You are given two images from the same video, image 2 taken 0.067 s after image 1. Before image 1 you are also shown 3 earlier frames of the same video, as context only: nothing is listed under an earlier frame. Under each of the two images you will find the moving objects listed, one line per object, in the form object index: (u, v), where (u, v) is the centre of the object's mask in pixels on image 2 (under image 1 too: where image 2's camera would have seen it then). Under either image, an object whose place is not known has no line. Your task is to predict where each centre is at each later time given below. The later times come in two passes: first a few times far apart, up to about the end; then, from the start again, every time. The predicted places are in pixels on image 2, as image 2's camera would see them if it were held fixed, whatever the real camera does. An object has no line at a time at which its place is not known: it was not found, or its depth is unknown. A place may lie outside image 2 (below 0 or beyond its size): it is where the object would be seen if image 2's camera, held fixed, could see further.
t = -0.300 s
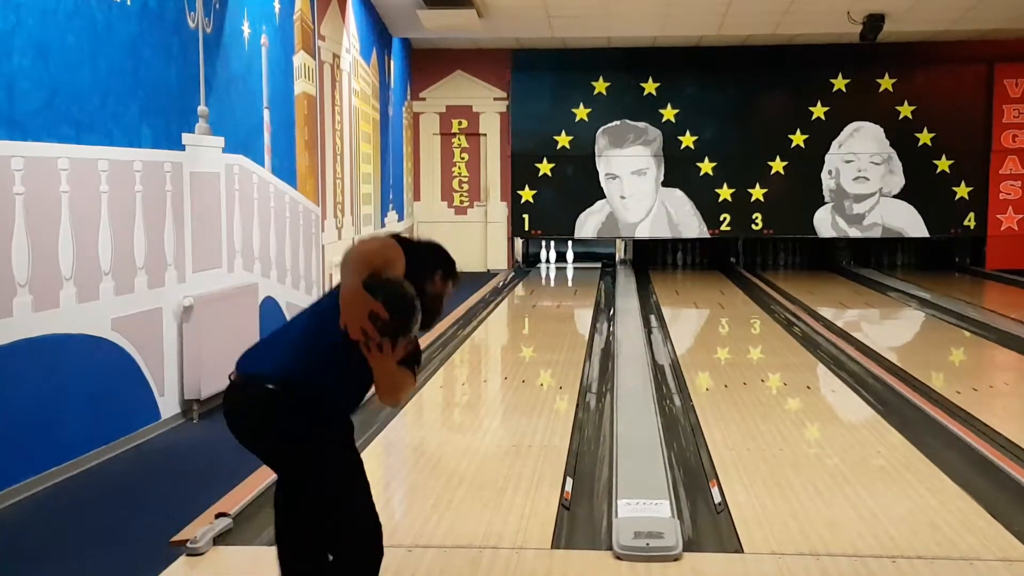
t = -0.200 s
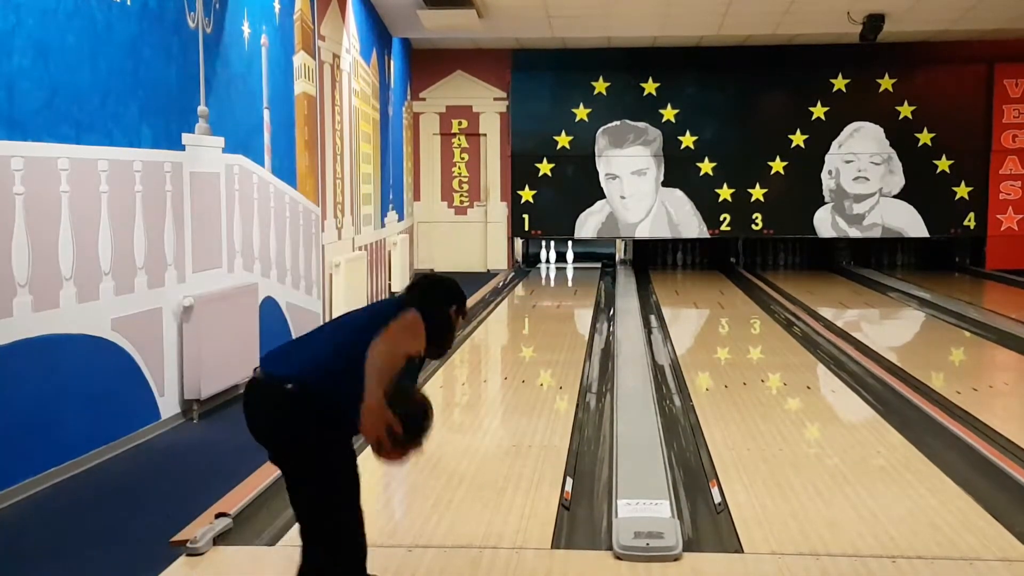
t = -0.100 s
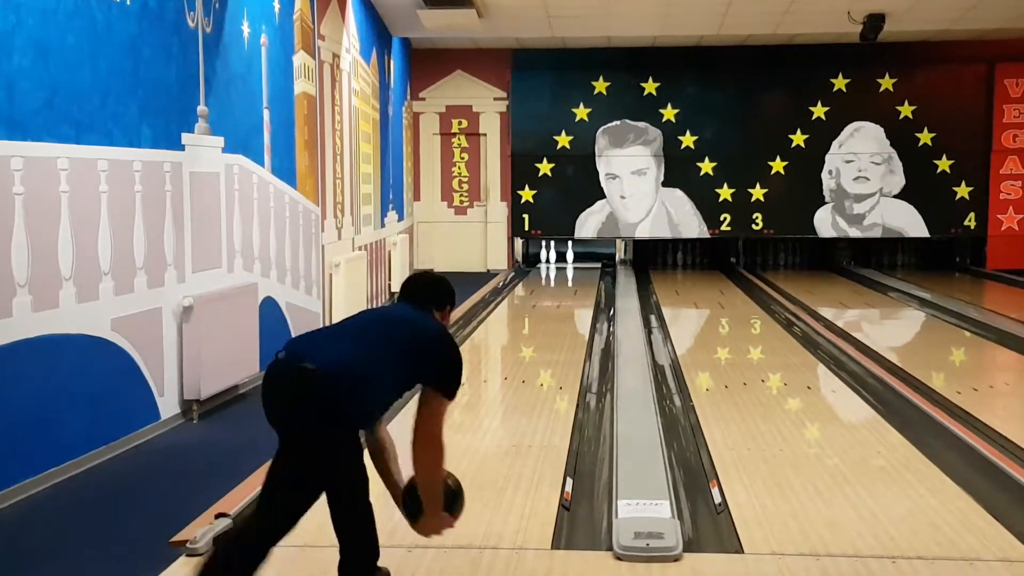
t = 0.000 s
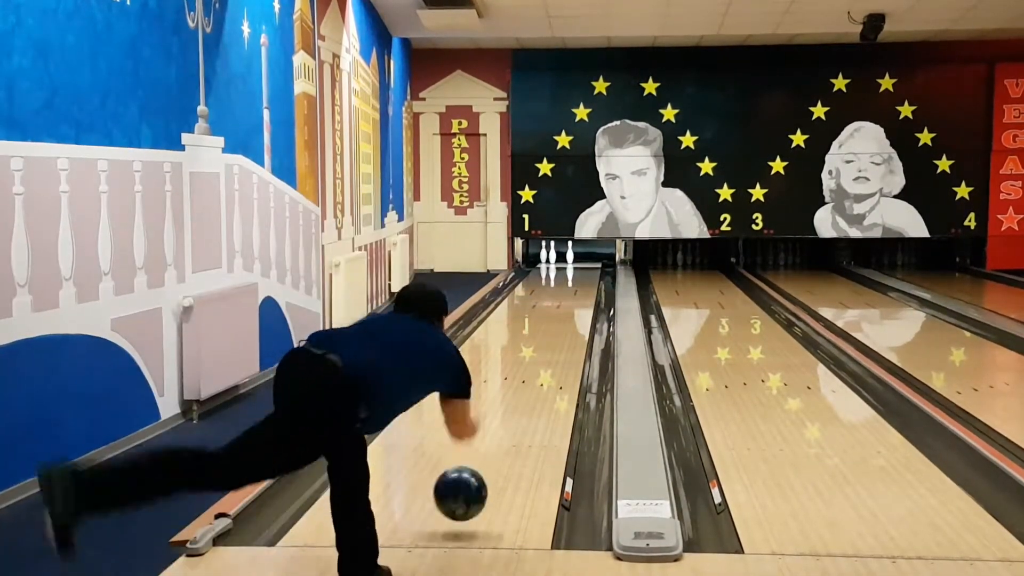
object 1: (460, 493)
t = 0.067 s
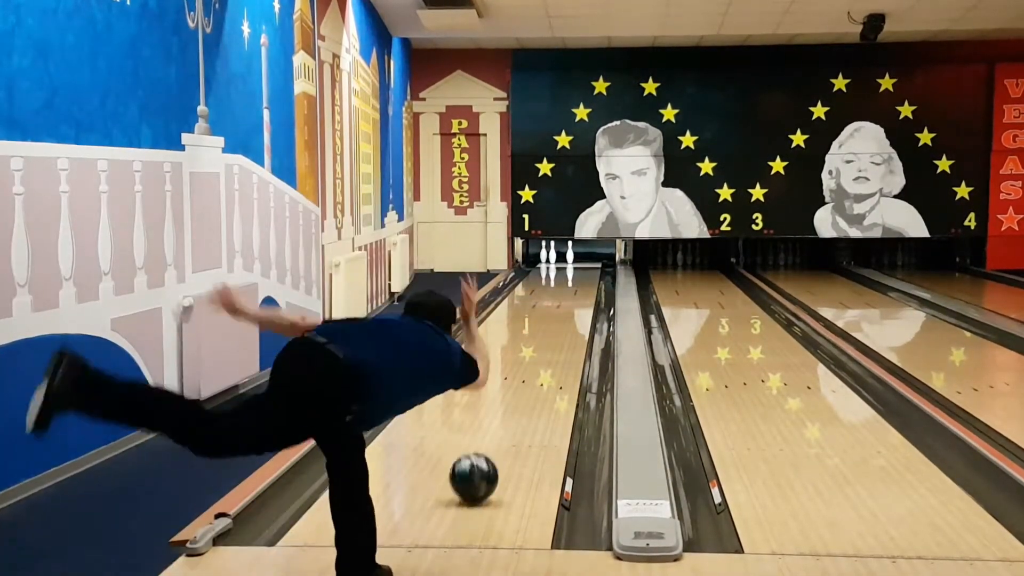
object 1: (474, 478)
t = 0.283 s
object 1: (504, 412)
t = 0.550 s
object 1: (525, 363)
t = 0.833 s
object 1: (539, 329)
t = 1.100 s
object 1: (546, 307)
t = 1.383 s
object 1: (551, 290)
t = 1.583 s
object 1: (553, 280)
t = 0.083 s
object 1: (476, 471)
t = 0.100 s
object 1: (480, 464)
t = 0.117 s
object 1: (482, 460)
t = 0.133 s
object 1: (485, 455)
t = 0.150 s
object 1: (487, 449)
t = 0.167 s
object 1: (490, 444)
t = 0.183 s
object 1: (492, 439)
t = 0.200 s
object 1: (494, 434)
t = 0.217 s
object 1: (496, 429)
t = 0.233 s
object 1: (498, 424)
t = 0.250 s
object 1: (500, 420)
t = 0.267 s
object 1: (502, 416)
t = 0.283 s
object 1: (504, 412)
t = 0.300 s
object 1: (506, 408)
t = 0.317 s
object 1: (507, 404)
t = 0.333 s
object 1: (509, 401)
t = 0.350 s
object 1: (510, 397)
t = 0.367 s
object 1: (512, 394)
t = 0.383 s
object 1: (513, 390)
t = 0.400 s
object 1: (515, 387)
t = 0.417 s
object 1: (516, 384)
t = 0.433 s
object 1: (518, 381)
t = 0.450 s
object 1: (519, 378)
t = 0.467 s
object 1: (520, 376)
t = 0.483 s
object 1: (521, 373)
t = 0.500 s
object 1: (522, 370)
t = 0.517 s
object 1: (523, 368)
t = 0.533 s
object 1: (524, 365)
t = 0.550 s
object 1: (525, 363)
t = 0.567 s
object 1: (526, 360)
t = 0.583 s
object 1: (527, 358)
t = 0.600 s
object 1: (528, 356)
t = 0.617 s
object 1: (530, 354)
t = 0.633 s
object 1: (530, 351)
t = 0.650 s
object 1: (531, 349)
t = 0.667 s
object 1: (532, 347)
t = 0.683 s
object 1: (533, 345)
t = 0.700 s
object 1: (534, 343)
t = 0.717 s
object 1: (534, 341)
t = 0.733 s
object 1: (535, 339)
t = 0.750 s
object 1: (536, 337)
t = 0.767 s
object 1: (536, 336)
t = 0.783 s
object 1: (537, 334)
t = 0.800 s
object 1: (538, 332)
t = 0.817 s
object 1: (538, 330)
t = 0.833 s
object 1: (539, 329)
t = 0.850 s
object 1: (539, 327)
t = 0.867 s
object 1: (540, 326)
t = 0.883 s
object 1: (540, 324)
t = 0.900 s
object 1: (541, 323)
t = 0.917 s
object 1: (542, 321)
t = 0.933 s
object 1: (542, 320)
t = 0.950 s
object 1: (542, 318)
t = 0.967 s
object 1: (543, 317)
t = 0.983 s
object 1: (543, 316)
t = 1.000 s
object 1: (544, 314)
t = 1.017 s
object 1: (544, 313)
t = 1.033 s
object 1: (544, 312)
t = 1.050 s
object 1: (545, 311)
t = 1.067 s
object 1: (545, 309)
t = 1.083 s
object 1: (546, 308)
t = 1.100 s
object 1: (546, 307)
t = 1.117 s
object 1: (546, 306)
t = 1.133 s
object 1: (547, 305)
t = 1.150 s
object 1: (547, 304)
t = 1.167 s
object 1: (548, 303)
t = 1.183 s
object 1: (548, 301)
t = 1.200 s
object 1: (548, 300)
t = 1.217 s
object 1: (548, 299)
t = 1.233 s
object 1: (549, 298)
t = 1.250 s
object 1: (549, 298)
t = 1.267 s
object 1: (549, 296)
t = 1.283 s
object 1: (550, 295)
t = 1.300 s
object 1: (550, 294)
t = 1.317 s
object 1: (550, 293)
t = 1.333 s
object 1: (550, 293)
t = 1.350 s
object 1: (551, 292)
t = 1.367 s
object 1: (551, 291)
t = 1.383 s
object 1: (551, 290)
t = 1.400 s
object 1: (551, 289)
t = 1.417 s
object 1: (551, 288)
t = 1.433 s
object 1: (552, 288)
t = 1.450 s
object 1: (552, 286)
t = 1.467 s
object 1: (552, 286)
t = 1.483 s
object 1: (552, 285)
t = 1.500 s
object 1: (552, 284)
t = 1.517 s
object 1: (552, 283)
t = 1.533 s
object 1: (553, 283)
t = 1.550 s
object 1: (553, 282)
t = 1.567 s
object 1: (553, 281)
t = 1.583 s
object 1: (553, 280)
